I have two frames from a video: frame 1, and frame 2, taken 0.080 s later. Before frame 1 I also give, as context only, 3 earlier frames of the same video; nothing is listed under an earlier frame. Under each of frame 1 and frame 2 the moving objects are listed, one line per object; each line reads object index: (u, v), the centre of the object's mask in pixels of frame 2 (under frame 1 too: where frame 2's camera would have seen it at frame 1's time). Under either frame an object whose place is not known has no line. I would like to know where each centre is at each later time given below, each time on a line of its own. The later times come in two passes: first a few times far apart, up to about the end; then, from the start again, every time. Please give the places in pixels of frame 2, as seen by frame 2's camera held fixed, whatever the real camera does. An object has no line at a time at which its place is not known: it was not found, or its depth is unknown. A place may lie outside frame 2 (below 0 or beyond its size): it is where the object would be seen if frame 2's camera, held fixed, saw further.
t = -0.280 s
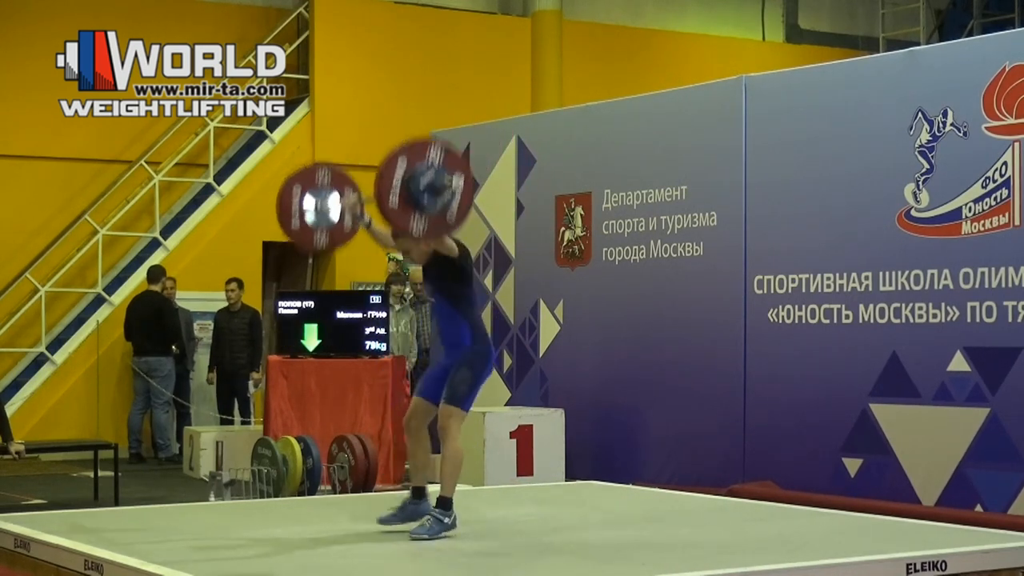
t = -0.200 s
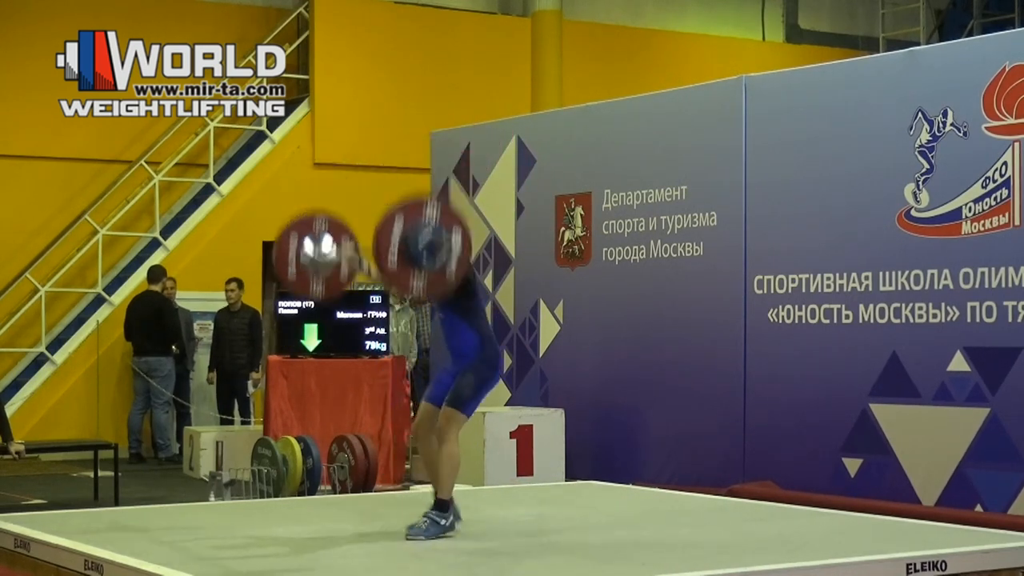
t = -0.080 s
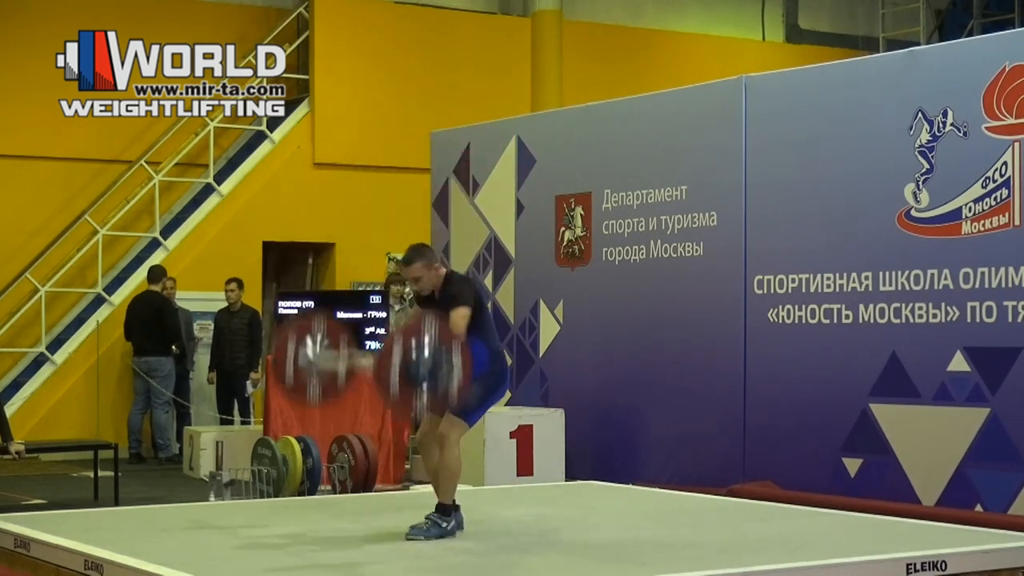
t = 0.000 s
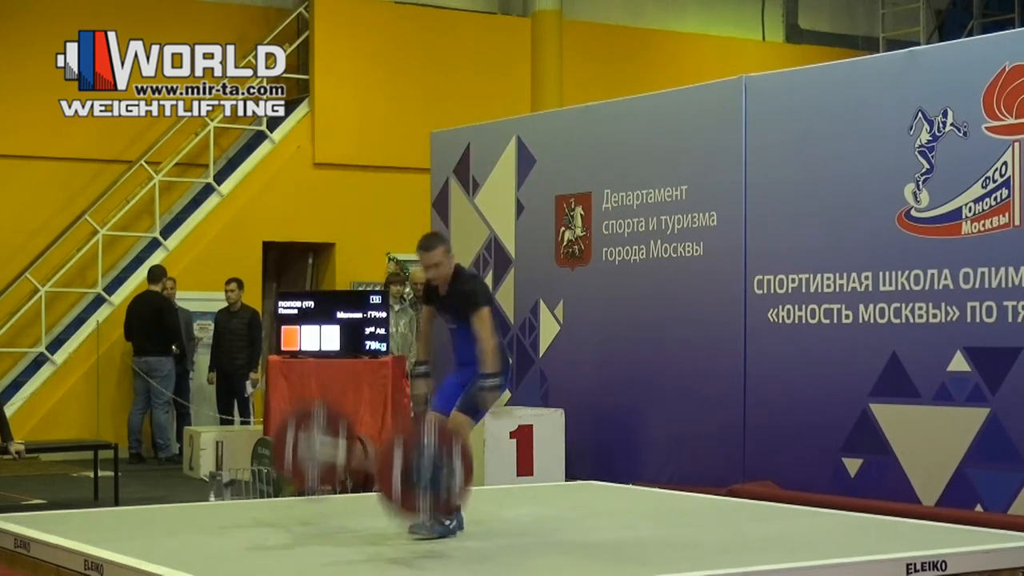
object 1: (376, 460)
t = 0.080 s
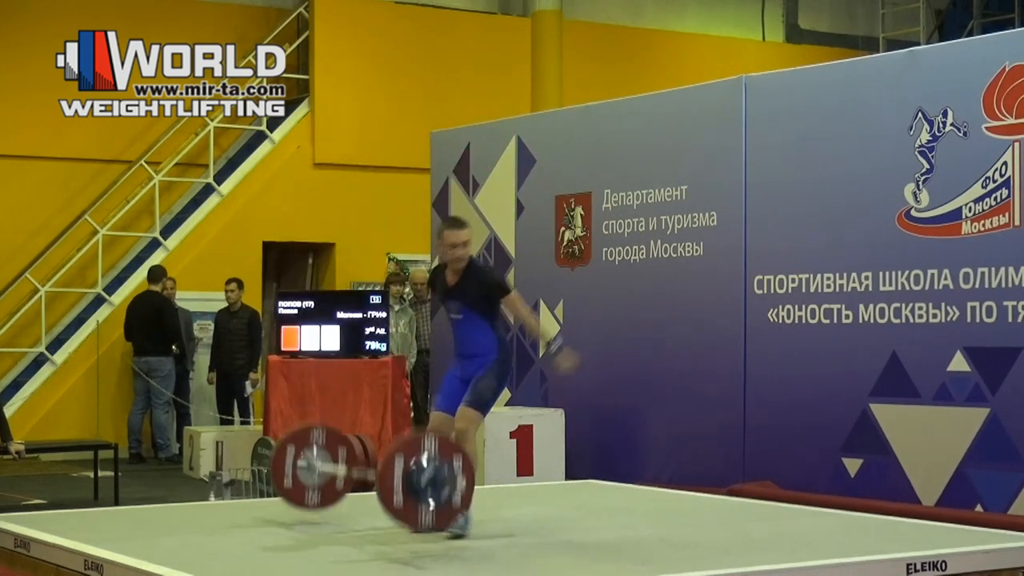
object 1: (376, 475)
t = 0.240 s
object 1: (377, 421)
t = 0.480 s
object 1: (379, 442)
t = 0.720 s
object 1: (379, 484)
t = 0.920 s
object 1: (382, 490)
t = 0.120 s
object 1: (377, 455)
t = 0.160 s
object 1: (377, 440)
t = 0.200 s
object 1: (378, 429)
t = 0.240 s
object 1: (377, 421)
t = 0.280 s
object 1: (378, 416)
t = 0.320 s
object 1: (379, 414)
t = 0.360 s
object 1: (379, 416)
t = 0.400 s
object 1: (379, 421)
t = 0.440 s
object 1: (379, 430)
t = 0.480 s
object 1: (379, 442)
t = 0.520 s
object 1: (378, 457)
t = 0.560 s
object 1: (379, 463)
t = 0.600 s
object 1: (379, 472)
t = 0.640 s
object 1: (379, 485)
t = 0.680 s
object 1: (378, 487)
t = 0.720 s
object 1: (379, 484)
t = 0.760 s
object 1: (380, 483)
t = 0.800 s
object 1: (381, 481)
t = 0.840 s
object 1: (381, 482)
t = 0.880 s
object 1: (382, 485)
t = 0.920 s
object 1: (382, 490)
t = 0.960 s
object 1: (381, 493)
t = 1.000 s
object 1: (382, 491)
